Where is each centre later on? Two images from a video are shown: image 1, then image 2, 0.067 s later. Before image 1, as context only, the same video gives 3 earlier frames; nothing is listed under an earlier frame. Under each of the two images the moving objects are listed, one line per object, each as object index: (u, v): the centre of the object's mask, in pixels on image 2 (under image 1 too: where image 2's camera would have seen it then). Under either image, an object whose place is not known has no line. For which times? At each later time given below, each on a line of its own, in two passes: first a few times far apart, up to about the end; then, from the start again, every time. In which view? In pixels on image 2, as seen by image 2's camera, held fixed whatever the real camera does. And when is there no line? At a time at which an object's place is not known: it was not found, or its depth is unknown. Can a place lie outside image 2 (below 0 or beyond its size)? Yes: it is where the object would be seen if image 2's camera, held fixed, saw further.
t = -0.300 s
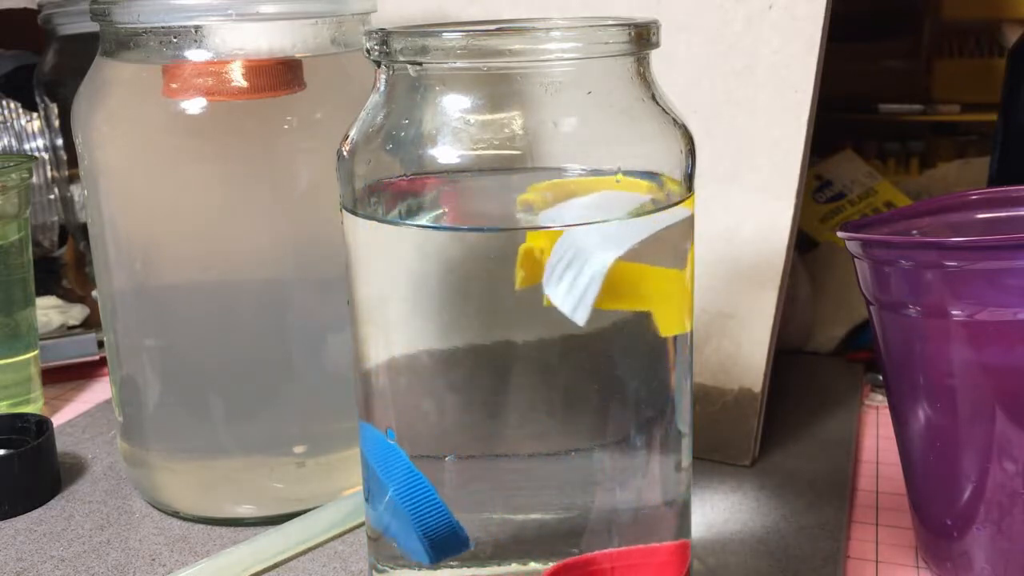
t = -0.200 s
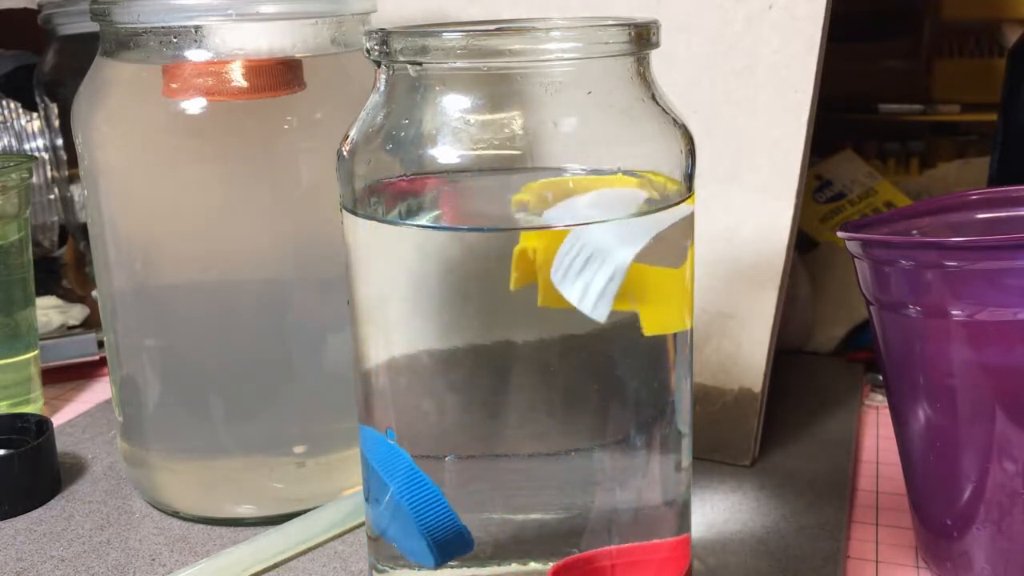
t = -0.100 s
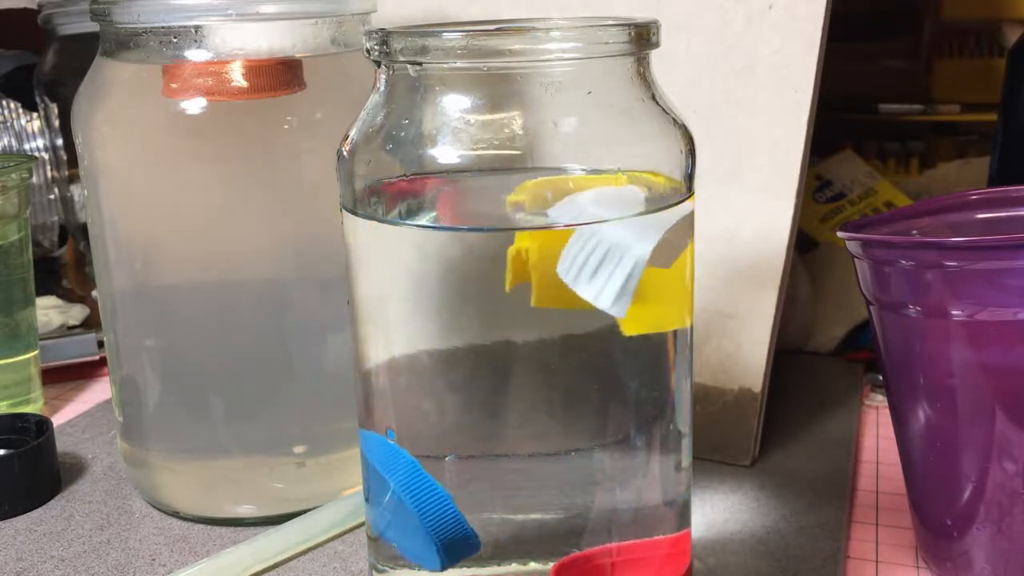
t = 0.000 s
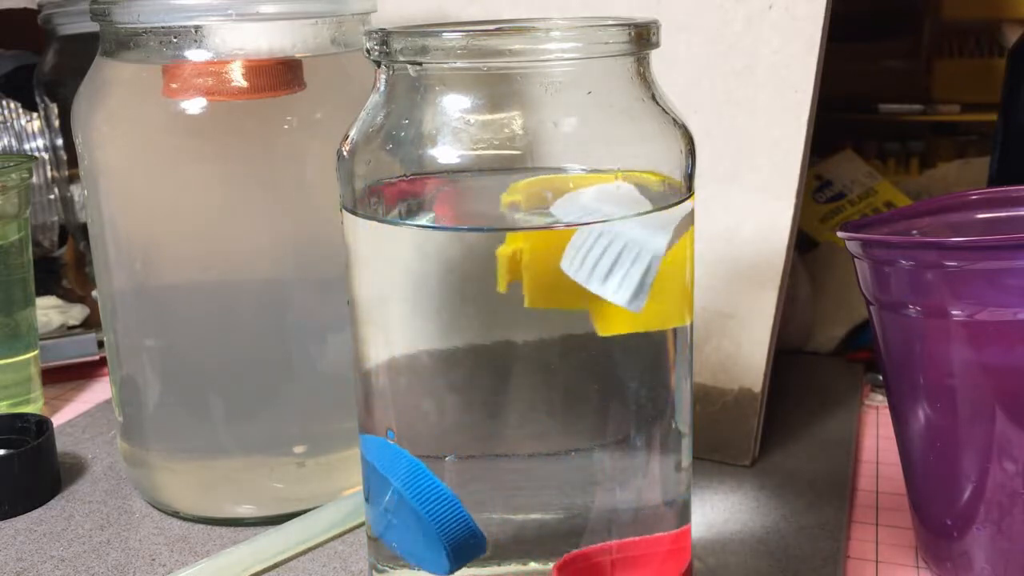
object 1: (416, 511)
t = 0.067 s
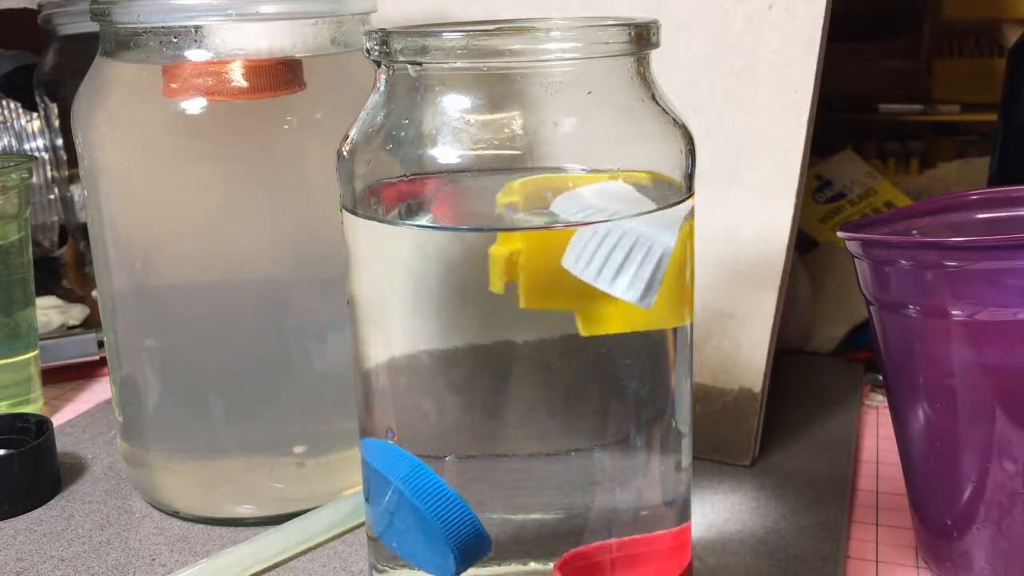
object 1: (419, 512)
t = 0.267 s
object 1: (430, 517)
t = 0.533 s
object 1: (449, 523)
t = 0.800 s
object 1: (477, 528)
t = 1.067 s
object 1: (508, 532)
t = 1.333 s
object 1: (538, 534)
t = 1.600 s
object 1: (568, 533)
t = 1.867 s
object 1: (594, 532)
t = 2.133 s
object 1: (617, 529)
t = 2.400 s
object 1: (632, 526)
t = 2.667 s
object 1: (640, 524)
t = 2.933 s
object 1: (638, 525)
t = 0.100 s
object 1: (421, 513)
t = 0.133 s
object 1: (422, 514)
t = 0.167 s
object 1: (424, 514)
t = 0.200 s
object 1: (426, 515)
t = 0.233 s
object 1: (428, 516)
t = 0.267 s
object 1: (430, 517)
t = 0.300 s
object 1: (432, 517)
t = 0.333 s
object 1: (434, 518)
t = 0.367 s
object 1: (436, 519)
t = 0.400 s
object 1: (438, 520)
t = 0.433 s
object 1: (441, 521)
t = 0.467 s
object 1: (443, 521)
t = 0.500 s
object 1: (447, 522)
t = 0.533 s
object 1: (449, 523)
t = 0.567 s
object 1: (452, 524)
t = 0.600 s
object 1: (456, 524)
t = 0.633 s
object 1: (460, 525)
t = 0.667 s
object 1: (463, 526)
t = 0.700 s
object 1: (466, 527)
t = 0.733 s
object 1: (470, 527)
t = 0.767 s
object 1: (473, 528)
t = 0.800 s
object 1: (477, 528)
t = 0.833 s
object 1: (480, 529)
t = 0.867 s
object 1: (484, 529)
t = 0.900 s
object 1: (488, 530)
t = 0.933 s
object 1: (492, 530)
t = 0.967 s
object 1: (496, 531)
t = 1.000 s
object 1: (500, 531)
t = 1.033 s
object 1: (504, 532)
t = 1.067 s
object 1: (508, 532)
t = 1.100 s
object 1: (512, 532)
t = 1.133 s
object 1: (516, 533)
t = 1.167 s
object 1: (519, 533)
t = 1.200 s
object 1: (523, 533)
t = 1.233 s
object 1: (527, 533)
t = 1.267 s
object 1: (531, 533)
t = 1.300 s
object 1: (534, 533)
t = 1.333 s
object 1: (538, 534)
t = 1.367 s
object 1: (542, 534)
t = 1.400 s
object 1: (546, 534)
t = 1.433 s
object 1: (550, 534)
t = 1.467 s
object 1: (553, 534)
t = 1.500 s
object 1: (557, 534)
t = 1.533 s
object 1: (561, 534)
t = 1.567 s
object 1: (564, 533)
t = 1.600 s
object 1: (568, 533)
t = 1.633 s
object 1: (572, 533)
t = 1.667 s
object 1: (575, 533)
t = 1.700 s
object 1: (579, 533)
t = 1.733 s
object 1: (582, 533)
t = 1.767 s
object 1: (584, 532)
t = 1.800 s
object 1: (587, 532)
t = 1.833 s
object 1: (591, 532)
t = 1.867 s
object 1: (594, 532)
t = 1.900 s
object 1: (597, 531)
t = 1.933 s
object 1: (600, 531)
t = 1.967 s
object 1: (603, 531)
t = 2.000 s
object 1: (605, 531)
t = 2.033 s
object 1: (608, 530)
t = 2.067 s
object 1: (611, 530)
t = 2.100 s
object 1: (614, 529)
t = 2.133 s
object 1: (617, 529)
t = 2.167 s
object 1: (619, 528)
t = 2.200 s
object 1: (621, 528)
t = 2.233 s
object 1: (623, 528)
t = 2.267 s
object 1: (625, 527)
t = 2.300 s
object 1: (627, 527)
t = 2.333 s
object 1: (629, 527)
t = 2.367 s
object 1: (631, 526)
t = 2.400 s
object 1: (632, 526)
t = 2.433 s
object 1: (633, 526)
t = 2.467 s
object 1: (635, 525)
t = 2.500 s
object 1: (636, 525)
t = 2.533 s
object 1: (638, 525)
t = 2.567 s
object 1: (639, 524)
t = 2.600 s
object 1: (640, 524)
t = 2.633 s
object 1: (640, 524)
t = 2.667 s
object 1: (640, 524)
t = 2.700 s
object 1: (640, 525)
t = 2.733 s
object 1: (640, 525)
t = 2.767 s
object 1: (639, 526)
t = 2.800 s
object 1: (638, 526)
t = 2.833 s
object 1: (638, 526)
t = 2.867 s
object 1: (638, 525)
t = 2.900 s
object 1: (638, 525)
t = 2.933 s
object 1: (638, 525)
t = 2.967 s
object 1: (638, 524)
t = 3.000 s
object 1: (638, 524)
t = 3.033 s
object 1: (638, 523)
